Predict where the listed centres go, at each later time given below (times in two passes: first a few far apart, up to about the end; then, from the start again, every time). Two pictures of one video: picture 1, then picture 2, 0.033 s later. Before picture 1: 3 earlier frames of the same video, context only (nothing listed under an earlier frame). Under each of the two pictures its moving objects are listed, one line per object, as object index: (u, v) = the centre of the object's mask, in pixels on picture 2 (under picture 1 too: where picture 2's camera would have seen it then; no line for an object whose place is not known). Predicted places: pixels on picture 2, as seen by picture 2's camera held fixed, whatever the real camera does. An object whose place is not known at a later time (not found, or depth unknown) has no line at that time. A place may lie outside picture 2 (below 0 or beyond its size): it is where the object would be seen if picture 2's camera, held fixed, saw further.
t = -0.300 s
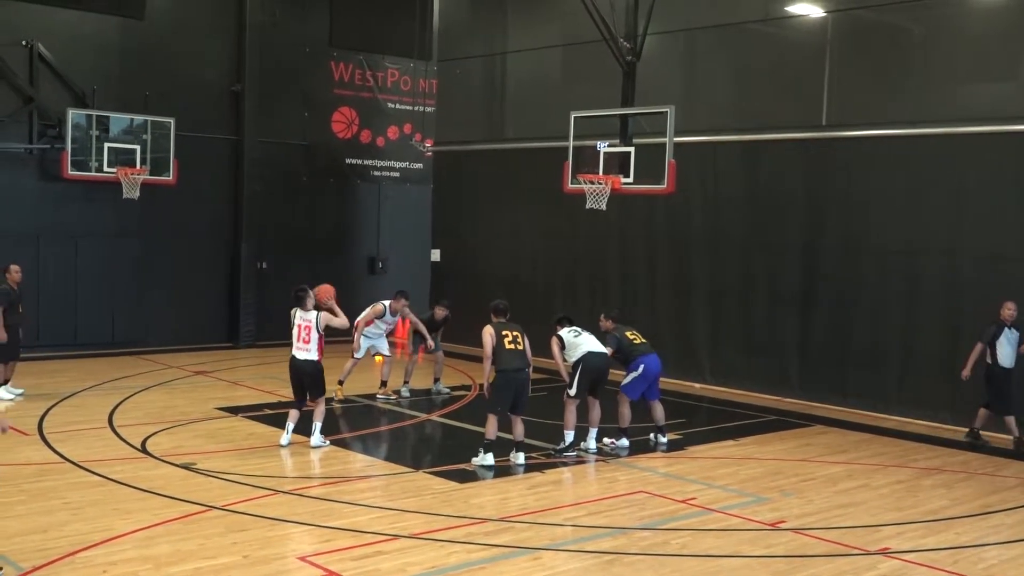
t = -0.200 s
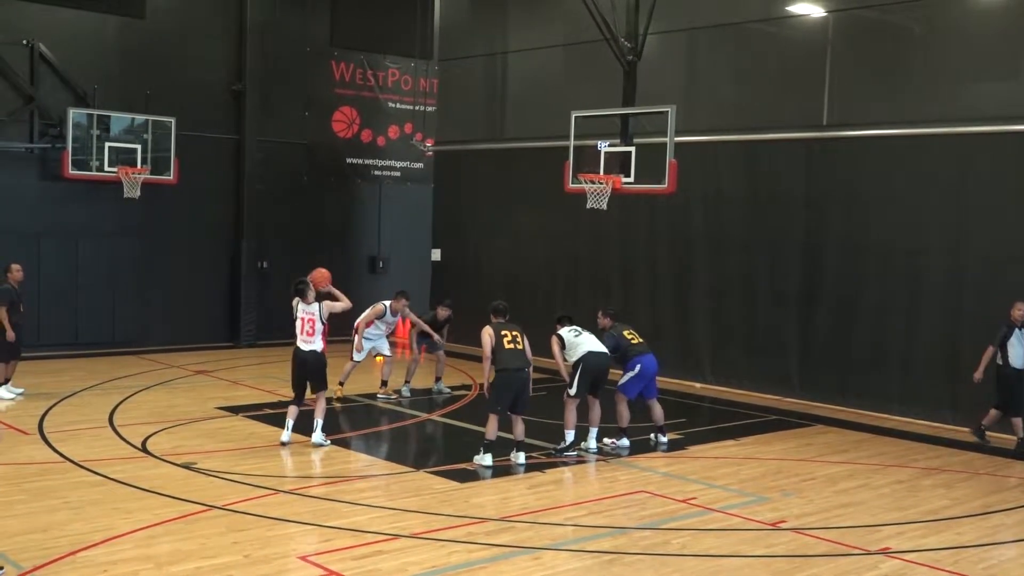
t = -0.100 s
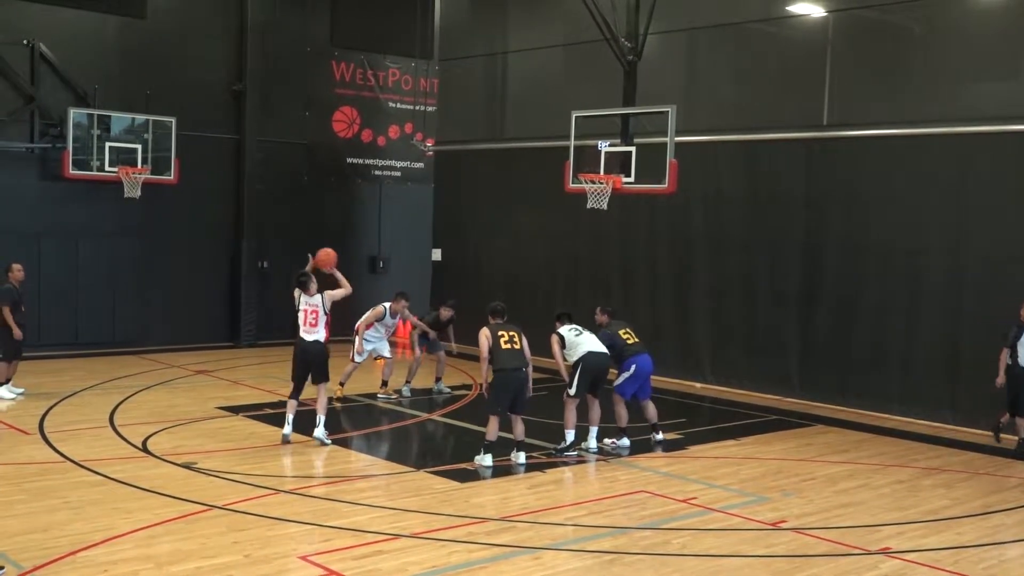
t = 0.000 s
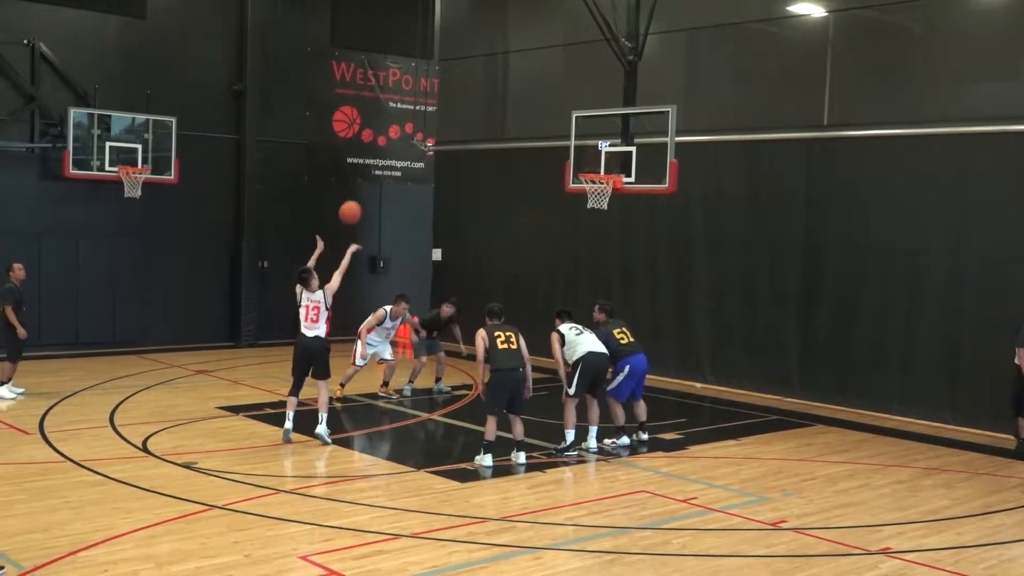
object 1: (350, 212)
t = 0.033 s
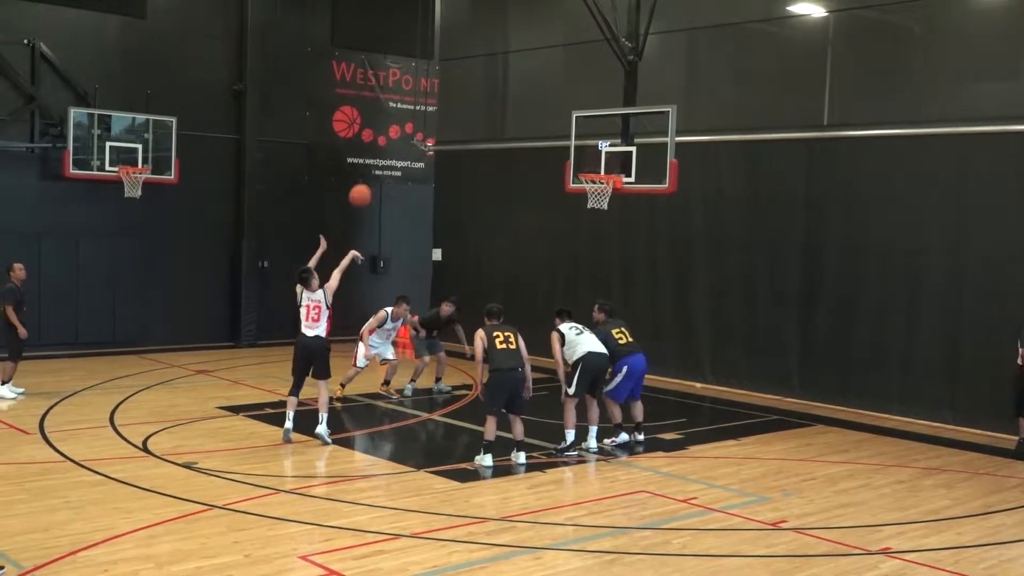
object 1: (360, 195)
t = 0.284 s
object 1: (429, 107)
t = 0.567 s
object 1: (499, 76)
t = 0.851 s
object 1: (559, 109)
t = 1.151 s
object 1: (606, 147)
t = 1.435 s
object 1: (633, 111)
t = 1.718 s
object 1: (661, 140)
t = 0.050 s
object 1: (365, 187)
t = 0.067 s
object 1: (370, 180)
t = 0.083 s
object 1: (374, 173)
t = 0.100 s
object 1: (380, 166)
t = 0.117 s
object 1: (384, 158)
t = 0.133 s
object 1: (389, 151)
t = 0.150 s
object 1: (394, 145)
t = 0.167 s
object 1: (399, 140)
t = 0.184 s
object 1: (402, 132)
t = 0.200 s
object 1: (408, 128)
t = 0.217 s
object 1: (412, 123)
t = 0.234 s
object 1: (417, 119)
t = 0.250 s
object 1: (421, 114)
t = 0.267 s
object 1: (426, 109)
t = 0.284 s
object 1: (429, 107)
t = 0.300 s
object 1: (434, 103)
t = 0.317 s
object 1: (439, 99)
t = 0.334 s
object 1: (443, 96)
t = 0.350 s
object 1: (448, 92)
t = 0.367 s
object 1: (451, 90)
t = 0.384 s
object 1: (455, 87)
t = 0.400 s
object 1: (459, 85)
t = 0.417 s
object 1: (463, 83)
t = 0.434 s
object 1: (467, 81)
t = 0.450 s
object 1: (472, 80)
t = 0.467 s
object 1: (475, 79)
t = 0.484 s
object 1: (480, 78)
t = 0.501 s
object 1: (483, 77)
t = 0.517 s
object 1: (487, 76)
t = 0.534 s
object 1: (491, 76)
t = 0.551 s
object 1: (495, 76)
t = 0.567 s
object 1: (499, 76)
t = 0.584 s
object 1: (502, 76)
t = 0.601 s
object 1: (506, 76)
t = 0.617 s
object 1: (510, 77)
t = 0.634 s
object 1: (514, 78)
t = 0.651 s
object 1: (518, 79)
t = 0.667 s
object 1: (521, 81)
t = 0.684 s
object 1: (524, 82)
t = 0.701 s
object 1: (528, 84)
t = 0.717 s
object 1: (531, 86)
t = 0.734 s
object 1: (535, 88)
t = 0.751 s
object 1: (539, 90)
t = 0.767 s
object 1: (542, 93)
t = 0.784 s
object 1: (545, 96)
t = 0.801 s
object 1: (549, 99)
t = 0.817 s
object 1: (552, 102)
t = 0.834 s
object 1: (556, 105)
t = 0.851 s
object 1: (559, 109)
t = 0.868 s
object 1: (562, 113)
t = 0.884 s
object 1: (565, 117)
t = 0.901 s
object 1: (568, 121)
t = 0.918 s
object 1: (571, 125)
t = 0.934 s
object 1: (574, 129)
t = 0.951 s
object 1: (578, 134)
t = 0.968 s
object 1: (581, 139)
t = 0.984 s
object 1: (585, 144)
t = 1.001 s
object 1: (587, 150)
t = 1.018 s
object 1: (590, 155)
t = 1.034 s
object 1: (593, 160)
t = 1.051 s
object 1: (596, 165)
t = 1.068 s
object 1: (598, 167)
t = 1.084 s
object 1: (599, 164)
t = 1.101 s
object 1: (601, 160)
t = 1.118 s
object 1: (603, 156)
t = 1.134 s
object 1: (604, 152)
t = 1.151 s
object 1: (606, 147)
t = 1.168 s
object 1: (607, 144)
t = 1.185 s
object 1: (609, 140)
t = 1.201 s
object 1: (611, 136)
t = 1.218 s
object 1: (613, 134)
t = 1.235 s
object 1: (614, 131)
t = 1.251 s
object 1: (615, 128)
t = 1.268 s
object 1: (617, 125)
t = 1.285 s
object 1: (619, 124)
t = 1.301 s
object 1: (621, 122)
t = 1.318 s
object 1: (622, 120)
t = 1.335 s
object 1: (624, 119)
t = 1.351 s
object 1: (625, 117)
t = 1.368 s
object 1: (626, 117)
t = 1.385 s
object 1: (628, 115)
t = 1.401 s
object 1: (629, 113)
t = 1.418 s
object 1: (631, 112)
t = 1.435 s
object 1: (633, 111)
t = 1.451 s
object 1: (635, 111)
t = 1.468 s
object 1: (637, 111)
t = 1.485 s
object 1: (638, 111)
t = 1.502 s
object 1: (640, 111)
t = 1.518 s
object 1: (641, 113)
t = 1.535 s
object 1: (644, 115)
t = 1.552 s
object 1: (645, 116)
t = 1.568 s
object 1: (646, 117)
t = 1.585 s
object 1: (647, 117)
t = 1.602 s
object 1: (649, 120)
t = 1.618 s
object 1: (651, 122)
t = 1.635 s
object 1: (653, 124)
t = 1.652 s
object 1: (654, 126)
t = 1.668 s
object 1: (656, 130)
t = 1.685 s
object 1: (658, 132)
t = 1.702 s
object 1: (659, 135)
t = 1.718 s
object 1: (661, 140)
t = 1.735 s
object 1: (663, 144)
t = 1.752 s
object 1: (664, 148)
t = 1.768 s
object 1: (666, 152)
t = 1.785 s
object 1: (667, 156)
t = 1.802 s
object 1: (669, 160)
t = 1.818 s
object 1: (671, 166)
